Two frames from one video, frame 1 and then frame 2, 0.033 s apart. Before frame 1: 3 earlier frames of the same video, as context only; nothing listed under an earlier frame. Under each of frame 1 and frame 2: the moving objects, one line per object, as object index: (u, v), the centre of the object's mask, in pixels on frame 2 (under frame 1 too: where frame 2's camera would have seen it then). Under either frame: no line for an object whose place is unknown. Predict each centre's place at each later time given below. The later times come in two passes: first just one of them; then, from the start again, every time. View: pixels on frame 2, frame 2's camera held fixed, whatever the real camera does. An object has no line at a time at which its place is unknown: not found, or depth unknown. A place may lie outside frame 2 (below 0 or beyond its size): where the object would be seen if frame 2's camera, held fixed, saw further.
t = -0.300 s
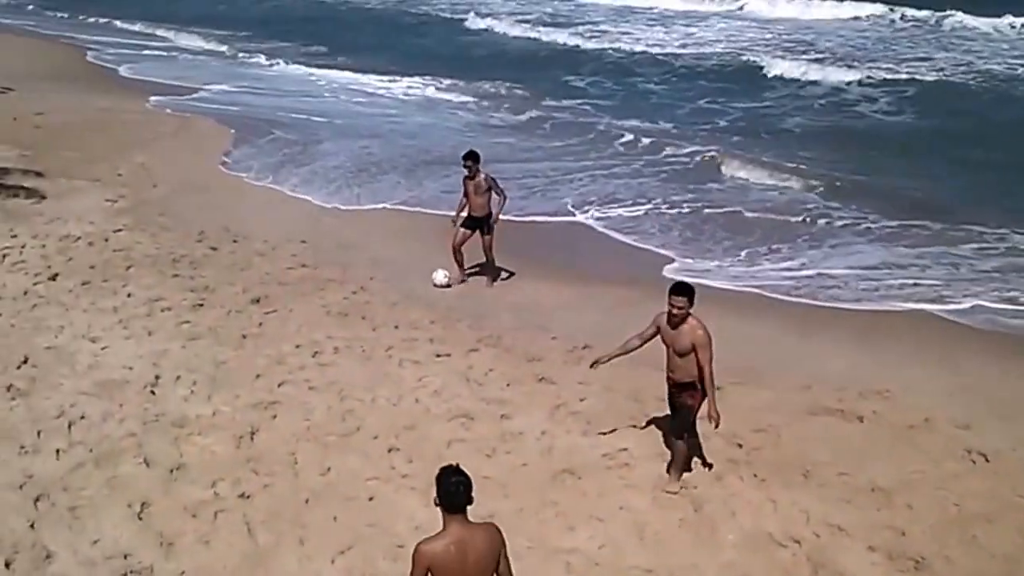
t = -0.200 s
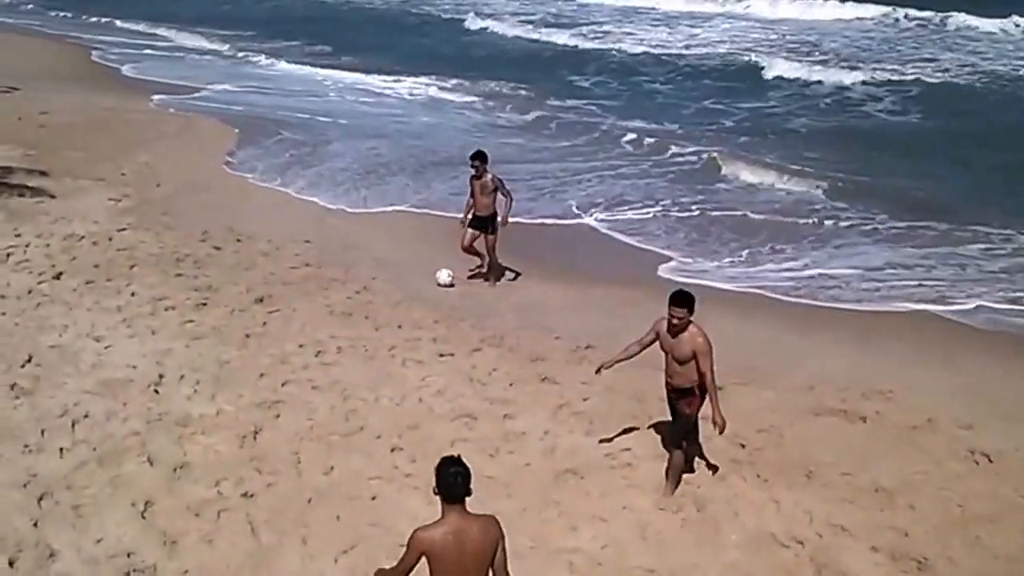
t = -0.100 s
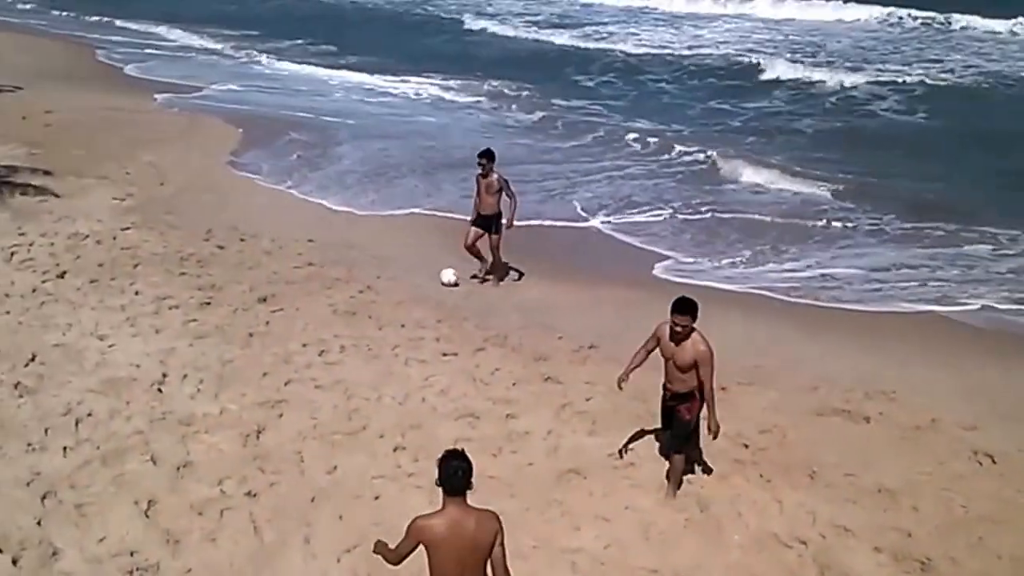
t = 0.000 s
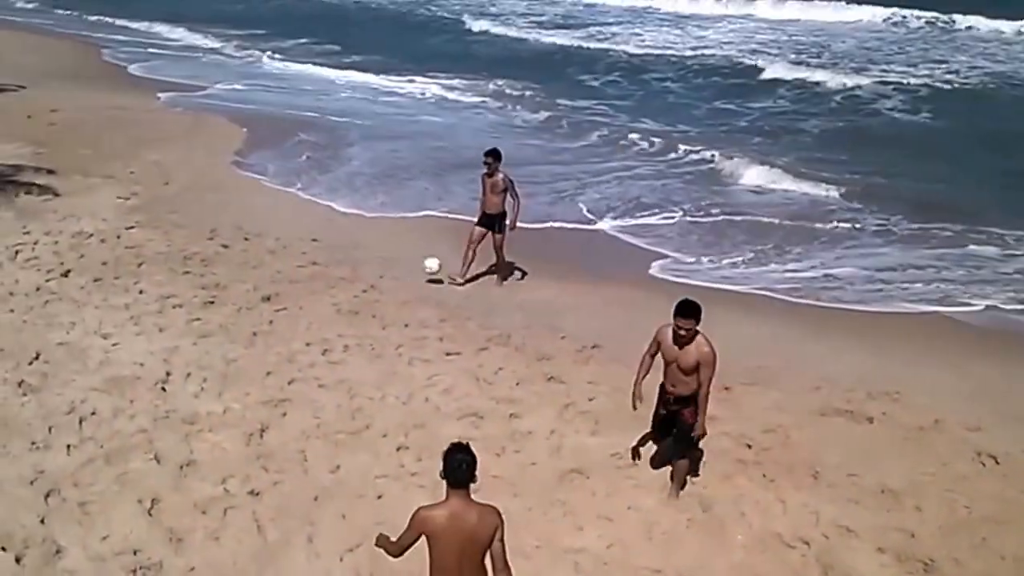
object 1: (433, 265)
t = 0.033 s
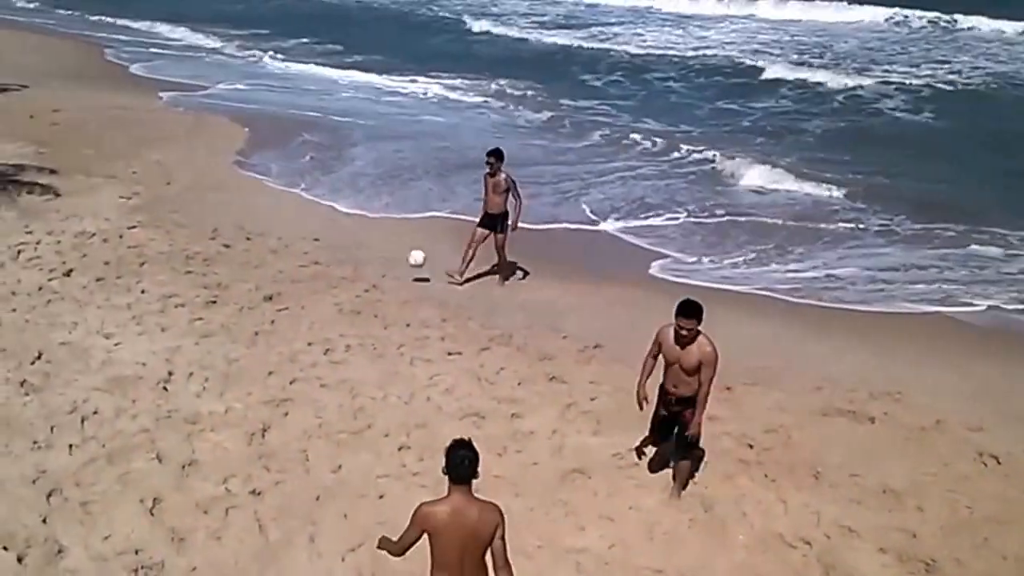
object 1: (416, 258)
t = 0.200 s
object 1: (331, 233)
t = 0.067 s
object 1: (399, 251)
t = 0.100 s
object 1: (382, 246)
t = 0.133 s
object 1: (365, 241)
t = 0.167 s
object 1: (348, 237)
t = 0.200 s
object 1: (331, 233)
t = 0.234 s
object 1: (313, 230)
